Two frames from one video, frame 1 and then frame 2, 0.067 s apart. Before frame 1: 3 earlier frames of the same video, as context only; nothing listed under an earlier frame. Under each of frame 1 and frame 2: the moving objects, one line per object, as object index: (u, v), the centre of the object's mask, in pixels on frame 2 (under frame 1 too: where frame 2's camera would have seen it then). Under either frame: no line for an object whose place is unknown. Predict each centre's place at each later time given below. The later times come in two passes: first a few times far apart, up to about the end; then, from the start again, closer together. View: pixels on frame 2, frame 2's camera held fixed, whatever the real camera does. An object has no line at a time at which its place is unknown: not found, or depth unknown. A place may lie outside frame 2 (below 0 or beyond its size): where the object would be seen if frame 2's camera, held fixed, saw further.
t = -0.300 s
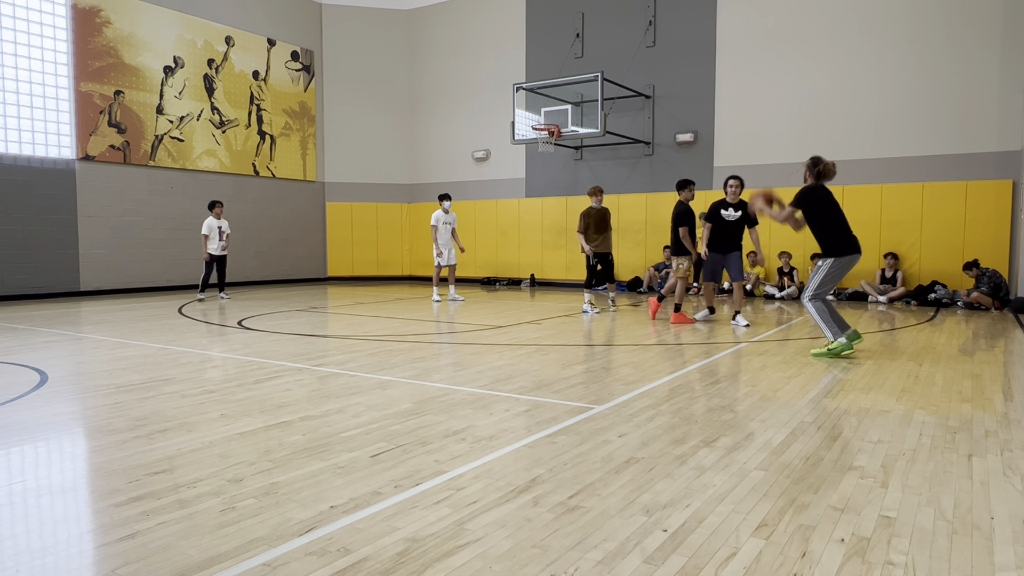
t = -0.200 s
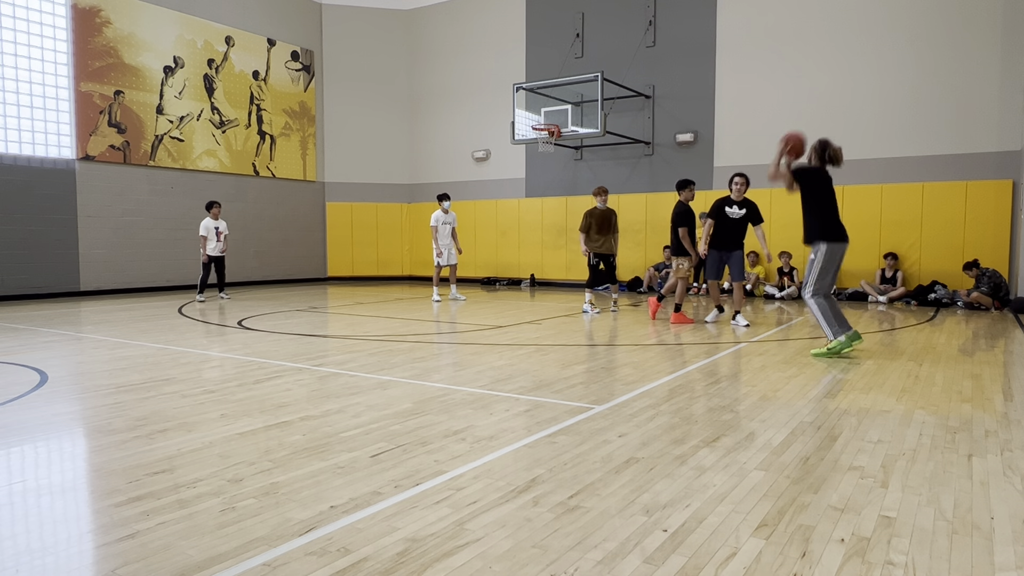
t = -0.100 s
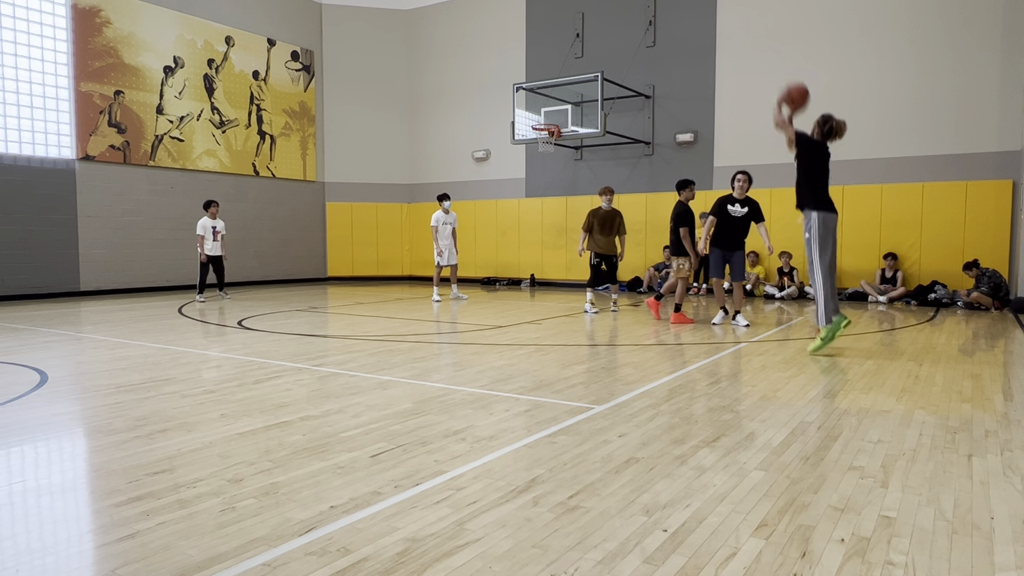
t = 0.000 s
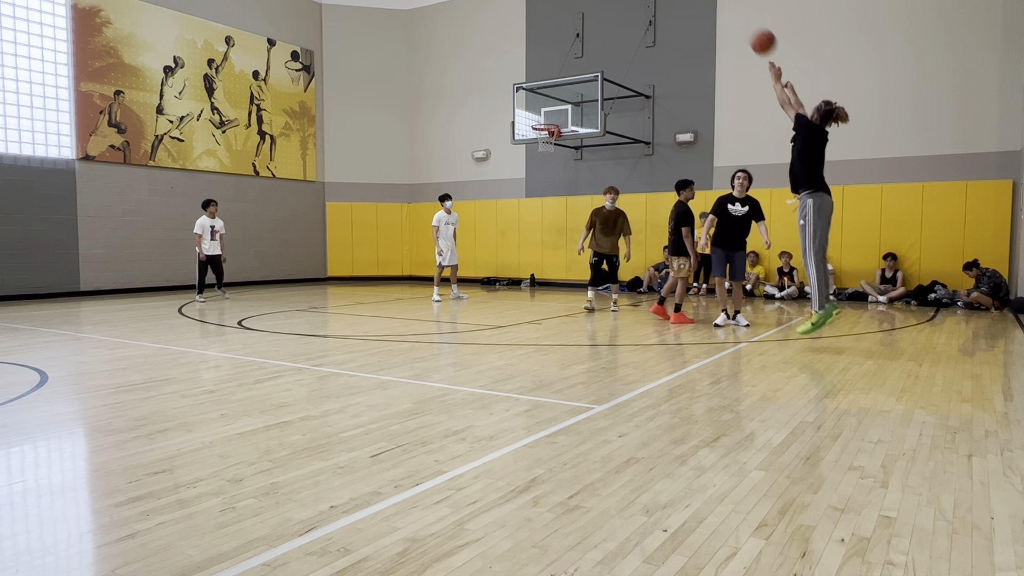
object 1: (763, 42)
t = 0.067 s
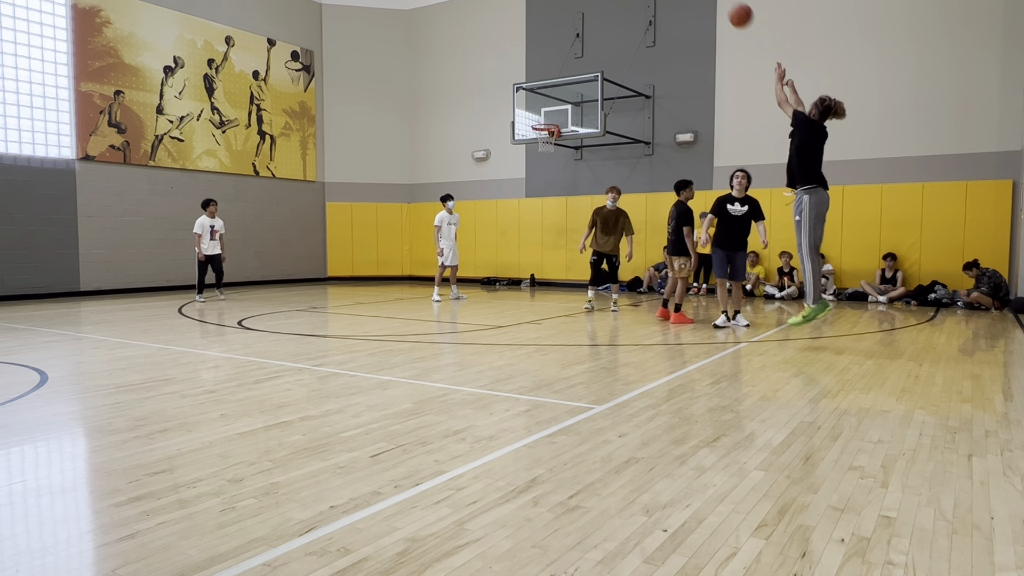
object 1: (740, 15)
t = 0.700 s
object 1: (598, 1)
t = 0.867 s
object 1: (574, 33)
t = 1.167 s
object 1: (540, 124)
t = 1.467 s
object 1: (603, 106)
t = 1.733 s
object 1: (668, 138)
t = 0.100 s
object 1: (730, 7)
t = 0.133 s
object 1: (719, 3)
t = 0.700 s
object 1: (598, 1)
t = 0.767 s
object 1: (588, 8)
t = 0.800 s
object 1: (583, 16)
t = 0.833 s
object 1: (579, 24)
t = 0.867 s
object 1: (574, 33)
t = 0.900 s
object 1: (570, 42)
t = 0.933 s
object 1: (566, 51)
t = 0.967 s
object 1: (562, 61)
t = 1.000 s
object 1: (558, 70)
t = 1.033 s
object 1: (554, 80)
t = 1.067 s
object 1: (550, 91)
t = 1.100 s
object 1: (546, 102)
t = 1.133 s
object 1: (543, 113)
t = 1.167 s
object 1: (540, 124)
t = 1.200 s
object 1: (546, 119)
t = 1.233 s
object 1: (552, 116)
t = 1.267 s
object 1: (559, 113)
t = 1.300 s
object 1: (566, 110)
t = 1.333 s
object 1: (574, 108)
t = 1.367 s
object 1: (581, 107)
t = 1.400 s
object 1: (588, 106)
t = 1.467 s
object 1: (603, 106)
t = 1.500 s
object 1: (611, 107)
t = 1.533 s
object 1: (619, 109)
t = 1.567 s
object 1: (627, 112)
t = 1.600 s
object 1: (635, 116)
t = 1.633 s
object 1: (643, 120)
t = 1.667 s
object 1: (651, 125)
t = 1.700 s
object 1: (660, 131)
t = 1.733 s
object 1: (668, 138)
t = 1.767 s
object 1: (677, 145)
